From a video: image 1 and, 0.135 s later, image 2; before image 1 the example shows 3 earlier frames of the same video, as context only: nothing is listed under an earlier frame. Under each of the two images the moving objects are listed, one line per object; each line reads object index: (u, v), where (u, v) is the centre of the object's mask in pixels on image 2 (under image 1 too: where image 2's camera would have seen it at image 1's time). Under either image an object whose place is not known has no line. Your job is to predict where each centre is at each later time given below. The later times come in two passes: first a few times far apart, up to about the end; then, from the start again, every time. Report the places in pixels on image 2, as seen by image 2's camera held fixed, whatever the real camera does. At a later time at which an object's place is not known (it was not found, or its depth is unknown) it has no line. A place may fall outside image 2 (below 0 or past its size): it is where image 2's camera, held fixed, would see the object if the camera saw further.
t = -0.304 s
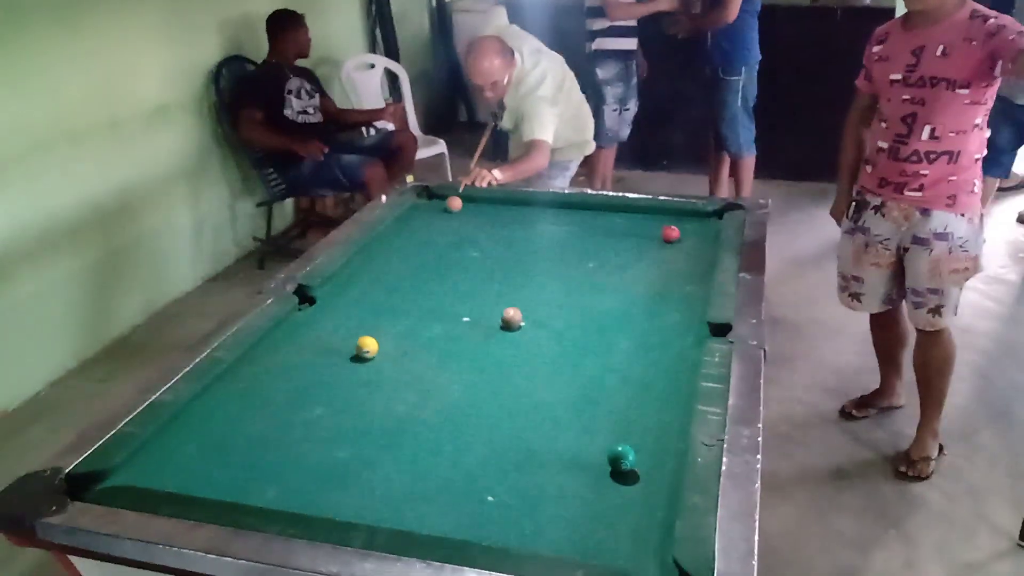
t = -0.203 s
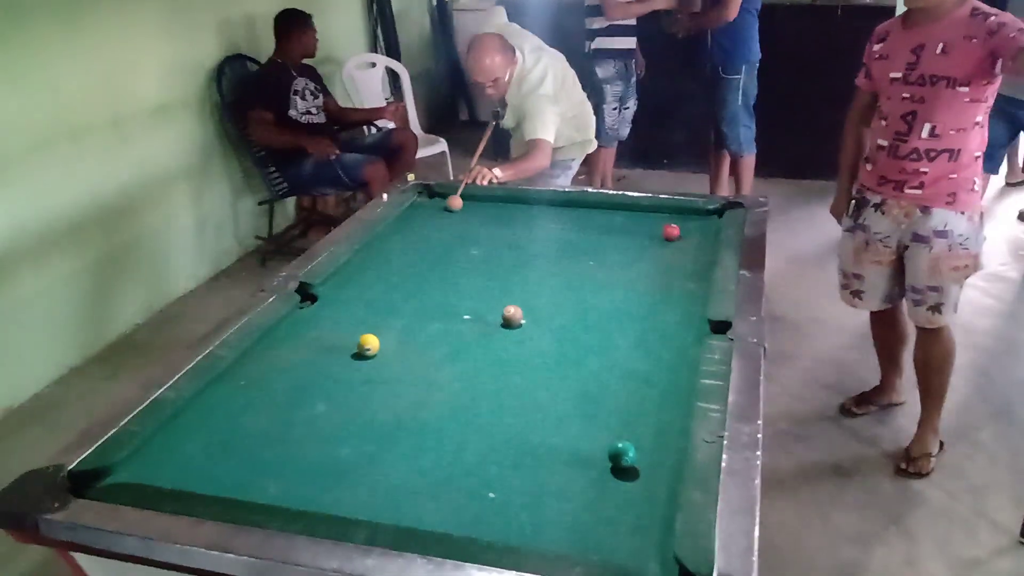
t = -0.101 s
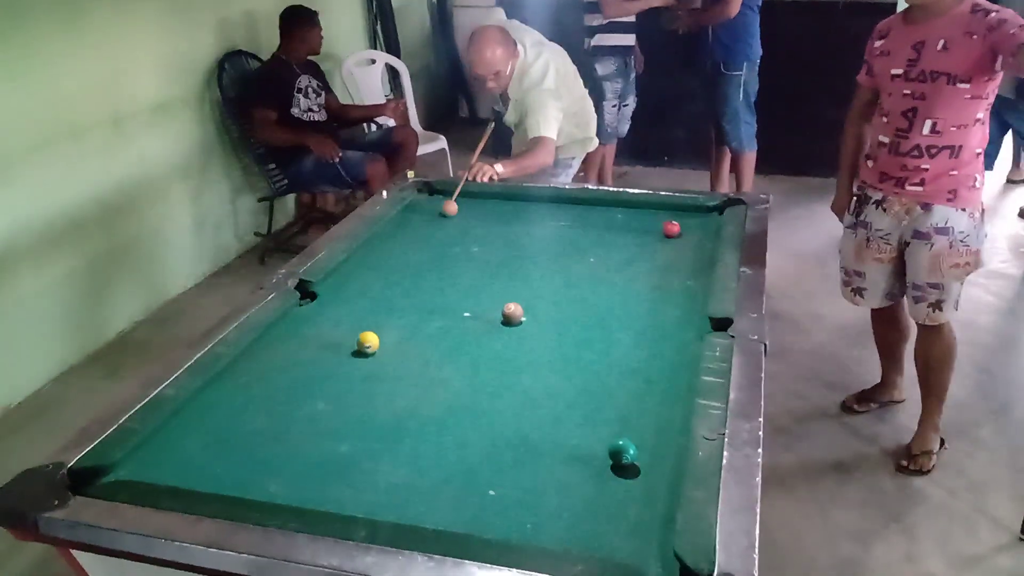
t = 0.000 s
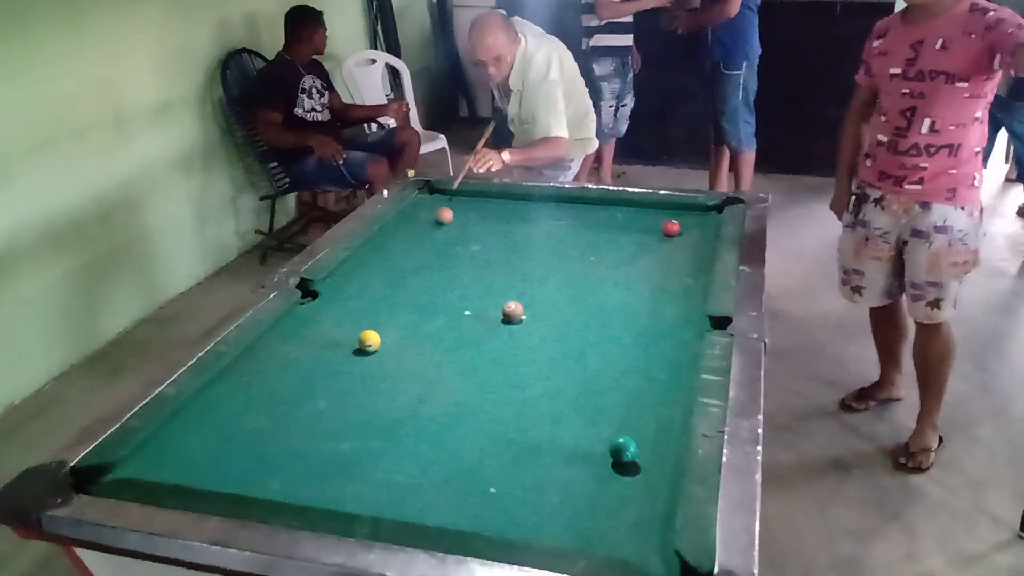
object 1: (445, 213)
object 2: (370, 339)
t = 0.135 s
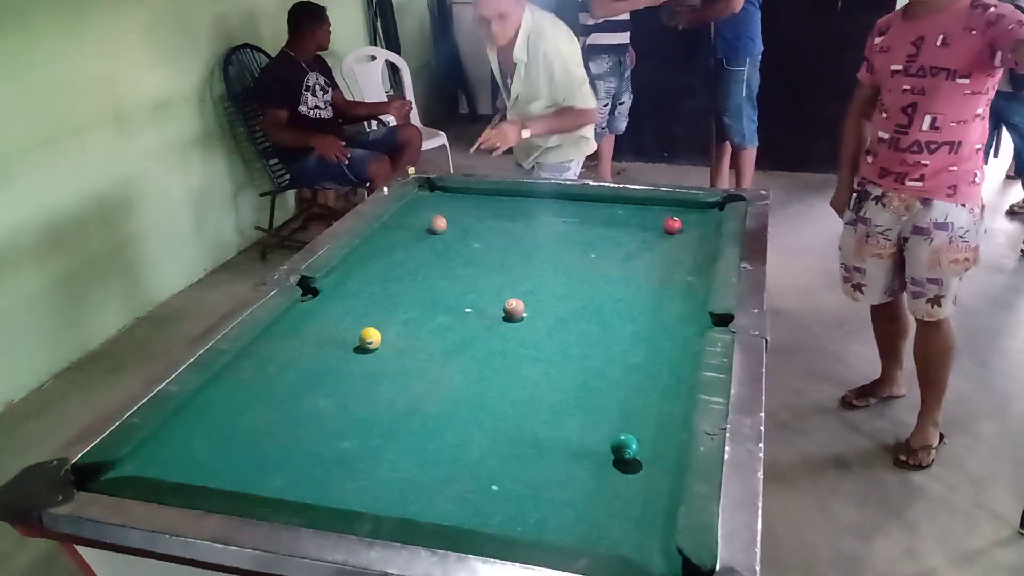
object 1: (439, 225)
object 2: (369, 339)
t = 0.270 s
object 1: (431, 237)
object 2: (370, 339)
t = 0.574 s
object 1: (414, 266)
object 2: (370, 339)
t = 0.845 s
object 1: (398, 294)
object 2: (370, 339)
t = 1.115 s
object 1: (382, 323)
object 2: (370, 339)
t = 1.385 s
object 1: (380, 336)
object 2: (353, 359)
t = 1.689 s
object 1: (380, 345)
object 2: (334, 382)
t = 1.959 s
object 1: (382, 351)
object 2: (317, 402)
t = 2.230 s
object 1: (384, 355)
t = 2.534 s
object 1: (386, 356)
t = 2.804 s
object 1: (386, 356)
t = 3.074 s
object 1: (386, 356)
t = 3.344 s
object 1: (386, 356)
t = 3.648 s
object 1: (386, 356)
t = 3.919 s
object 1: (385, 356)
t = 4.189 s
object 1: (386, 356)
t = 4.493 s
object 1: (386, 355)
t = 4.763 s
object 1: (386, 356)
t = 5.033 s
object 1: (386, 356)
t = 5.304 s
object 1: (386, 356)
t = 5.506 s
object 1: (386, 356)
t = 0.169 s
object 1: (436, 228)
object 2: (370, 339)
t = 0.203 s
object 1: (435, 231)
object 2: (370, 339)
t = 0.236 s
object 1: (433, 234)
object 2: (370, 339)
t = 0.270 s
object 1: (431, 237)
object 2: (370, 339)
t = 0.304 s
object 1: (429, 240)
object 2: (370, 339)
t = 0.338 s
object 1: (428, 243)
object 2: (370, 339)
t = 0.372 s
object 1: (426, 246)
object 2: (370, 339)
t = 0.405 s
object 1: (424, 249)
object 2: (370, 339)
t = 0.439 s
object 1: (422, 252)
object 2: (370, 339)
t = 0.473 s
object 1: (420, 256)
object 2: (370, 339)
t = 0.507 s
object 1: (418, 259)
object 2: (370, 339)
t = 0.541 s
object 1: (416, 262)
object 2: (370, 339)
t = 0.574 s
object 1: (414, 266)
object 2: (370, 339)
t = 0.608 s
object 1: (412, 269)
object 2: (370, 339)
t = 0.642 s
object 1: (410, 273)
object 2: (370, 339)
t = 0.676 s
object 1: (408, 276)
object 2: (370, 339)
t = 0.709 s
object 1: (406, 279)
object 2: (370, 339)
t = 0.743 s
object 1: (404, 283)
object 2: (370, 339)
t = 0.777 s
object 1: (402, 287)
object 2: (370, 339)
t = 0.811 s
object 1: (400, 290)
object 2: (370, 339)
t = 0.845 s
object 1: (398, 294)
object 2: (370, 339)
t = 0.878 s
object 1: (396, 297)
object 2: (370, 339)
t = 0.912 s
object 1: (394, 301)
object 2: (370, 339)
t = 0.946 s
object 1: (392, 305)
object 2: (370, 339)
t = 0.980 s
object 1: (390, 309)
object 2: (370, 339)
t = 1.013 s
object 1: (388, 312)
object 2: (370, 339)
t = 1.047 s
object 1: (385, 316)
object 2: (370, 339)
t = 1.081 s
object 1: (384, 320)
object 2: (370, 339)
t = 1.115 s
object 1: (382, 323)
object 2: (370, 339)
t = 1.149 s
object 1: (381, 325)
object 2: (370, 339)
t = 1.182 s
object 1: (381, 327)
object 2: (367, 343)
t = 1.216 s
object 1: (380, 329)
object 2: (364, 346)
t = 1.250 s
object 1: (380, 331)
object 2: (363, 349)
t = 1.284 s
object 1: (380, 332)
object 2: (360, 351)
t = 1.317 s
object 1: (380, 333)
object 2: (358, 354)
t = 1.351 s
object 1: (380, 334)
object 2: (356, 356)
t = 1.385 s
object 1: (380, 336)
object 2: (353, 359)
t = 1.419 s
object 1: (380, 337)
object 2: (351, 362)
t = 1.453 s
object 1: (380, 338)
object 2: (349, 364)
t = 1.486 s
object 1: (380, 339)
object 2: (346, 367)
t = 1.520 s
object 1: (380, 340)
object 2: (344, 370)
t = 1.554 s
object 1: (380, 341)
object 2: (342, 372)
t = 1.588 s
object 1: (380, 342)
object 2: (340, 375)
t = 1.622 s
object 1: (380, 343)
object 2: (338, 378)
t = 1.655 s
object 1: (380, 344)
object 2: (336, 380)
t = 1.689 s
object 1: (380, 345)
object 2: (334, 382)
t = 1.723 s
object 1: (381, 346)
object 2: (332, 385)
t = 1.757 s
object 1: (381, 346)
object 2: (330, 388)
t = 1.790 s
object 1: (381, 347)
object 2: (327, 390)
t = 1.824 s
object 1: (381, 348)
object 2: (325, 392)
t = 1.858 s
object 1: (381, 349)
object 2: (323, 395)
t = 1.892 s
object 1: (381, 349)
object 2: (321, 397)
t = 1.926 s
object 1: (382, 350)
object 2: (319, 400)
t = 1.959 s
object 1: (382, 351)
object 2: (317, 402)
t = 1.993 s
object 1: (382, 351)
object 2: (315, 405)
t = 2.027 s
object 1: (382, 352)
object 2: (313, 407)
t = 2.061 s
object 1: (383, 353)
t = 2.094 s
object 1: (383, 353)
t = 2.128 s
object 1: (383, 353)
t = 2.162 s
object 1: (384, 354)
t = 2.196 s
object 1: (384, 354)
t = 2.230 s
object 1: (384, 355)
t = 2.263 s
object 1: (384, 355)
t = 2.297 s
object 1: (385, 355)
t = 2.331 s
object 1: (385, 355)
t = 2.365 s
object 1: (385, 355)
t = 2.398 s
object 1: (385, 356)
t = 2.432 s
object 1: (385, 356)
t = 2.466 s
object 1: (386, 356)
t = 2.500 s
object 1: (386, 356)
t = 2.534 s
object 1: (386, 356)
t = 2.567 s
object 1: (386, 356)
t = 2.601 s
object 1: (386, 356)
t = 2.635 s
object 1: (386, 356)
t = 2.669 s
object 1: (386, 356)
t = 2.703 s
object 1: (386, 355)
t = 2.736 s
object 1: (386, 356)
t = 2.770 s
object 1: (386, 356)
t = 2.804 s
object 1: (386, 356)
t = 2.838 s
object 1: (386, 356)
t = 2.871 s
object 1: (386, 356)
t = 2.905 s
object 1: (386, 356)
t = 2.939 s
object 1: (386, 355)
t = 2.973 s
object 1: (386, 356)
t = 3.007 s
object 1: (386, 356)
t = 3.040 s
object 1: (386, 356)
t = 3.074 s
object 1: (386, 356)
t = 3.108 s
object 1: (386, 356)
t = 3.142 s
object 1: (385, 356)
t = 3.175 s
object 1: (386, 356)
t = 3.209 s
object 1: (386, 356)
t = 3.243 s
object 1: (386, 356)
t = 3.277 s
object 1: (386, 356)
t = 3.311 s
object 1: (386, 356)
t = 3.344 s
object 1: (386, 356)
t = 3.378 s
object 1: (386, 356)
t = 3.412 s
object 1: (386, 356)
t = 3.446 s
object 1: (386, 356)
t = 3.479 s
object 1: (386, 356)
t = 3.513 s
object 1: (386, 356)
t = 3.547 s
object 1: (386, 356)
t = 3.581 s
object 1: (386, 356)
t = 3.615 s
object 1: (386, 356)
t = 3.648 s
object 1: (386, 356)
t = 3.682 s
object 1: (386, 356)
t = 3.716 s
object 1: (386, 356)
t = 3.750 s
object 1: (385, 356)
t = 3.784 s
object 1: (386, 356)
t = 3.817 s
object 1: (386, 356)
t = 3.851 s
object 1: (386, 356)
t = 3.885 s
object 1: (385, 356)
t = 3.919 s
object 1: (385, 356)
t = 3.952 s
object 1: (386, 356)
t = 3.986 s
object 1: (386, 356)
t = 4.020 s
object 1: (386, 356)
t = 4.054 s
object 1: (386, 356)
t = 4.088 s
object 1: (386, 356)
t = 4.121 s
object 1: (386, 356)
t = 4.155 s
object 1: (386, 356)
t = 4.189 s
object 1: (386, 356)
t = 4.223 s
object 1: (386, 356)
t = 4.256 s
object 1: (386, 356)
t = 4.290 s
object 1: (386, 356)
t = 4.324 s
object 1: (386, 356)
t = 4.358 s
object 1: (386, 356)
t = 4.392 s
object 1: (386, 355)
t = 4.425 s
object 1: (386, 356)
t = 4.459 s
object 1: (386, 355)
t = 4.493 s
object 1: (386, 355)
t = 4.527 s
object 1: (386, 356)
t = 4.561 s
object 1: (386, 356)
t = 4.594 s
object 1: (386, 356)
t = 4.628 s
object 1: (386, 356)
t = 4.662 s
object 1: (386, 356)
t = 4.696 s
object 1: (386, 356)
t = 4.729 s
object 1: (386, 356)
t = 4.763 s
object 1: (386, 356)
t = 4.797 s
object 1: (386, 356)
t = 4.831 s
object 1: (386, 356)
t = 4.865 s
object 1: (386, 356)
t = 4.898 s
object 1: (386, 356)
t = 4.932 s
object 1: (386, 356)
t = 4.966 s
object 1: (386, 356)
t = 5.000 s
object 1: (386, 356)
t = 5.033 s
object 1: (386, 356)
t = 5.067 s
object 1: (386, 355)
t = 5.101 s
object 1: (386, 355)
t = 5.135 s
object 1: (386, 356)
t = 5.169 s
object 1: (386, 356)
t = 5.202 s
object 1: (386, 356)
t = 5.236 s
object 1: (386, 356)
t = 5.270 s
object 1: (386, 356)
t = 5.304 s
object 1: (386, 356)
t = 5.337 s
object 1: (386, 356)
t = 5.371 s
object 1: (386, 355)
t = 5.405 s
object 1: (386, 355)
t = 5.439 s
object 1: (386, 355)
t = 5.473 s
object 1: (386, 355)
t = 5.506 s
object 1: (386, 356)
